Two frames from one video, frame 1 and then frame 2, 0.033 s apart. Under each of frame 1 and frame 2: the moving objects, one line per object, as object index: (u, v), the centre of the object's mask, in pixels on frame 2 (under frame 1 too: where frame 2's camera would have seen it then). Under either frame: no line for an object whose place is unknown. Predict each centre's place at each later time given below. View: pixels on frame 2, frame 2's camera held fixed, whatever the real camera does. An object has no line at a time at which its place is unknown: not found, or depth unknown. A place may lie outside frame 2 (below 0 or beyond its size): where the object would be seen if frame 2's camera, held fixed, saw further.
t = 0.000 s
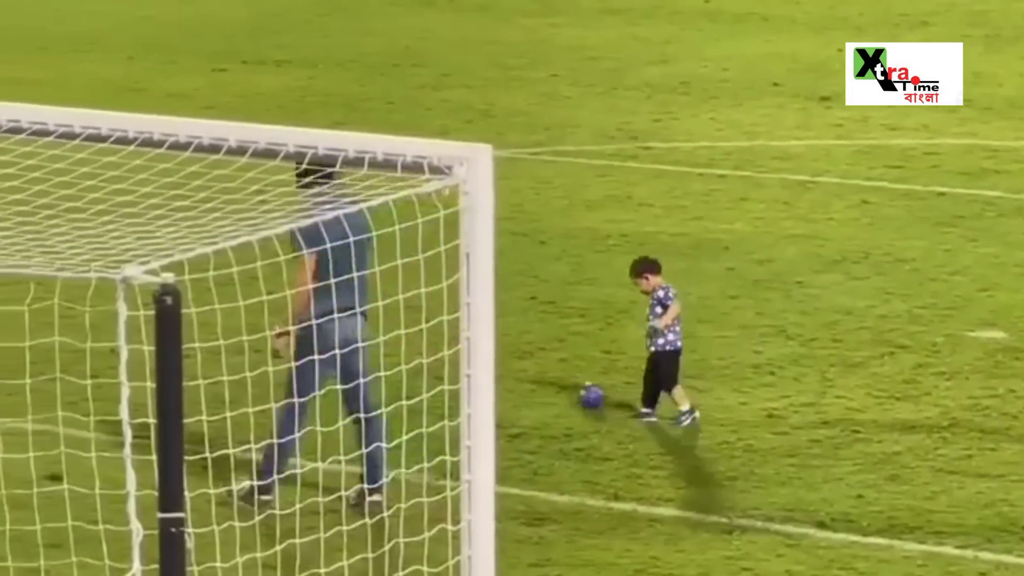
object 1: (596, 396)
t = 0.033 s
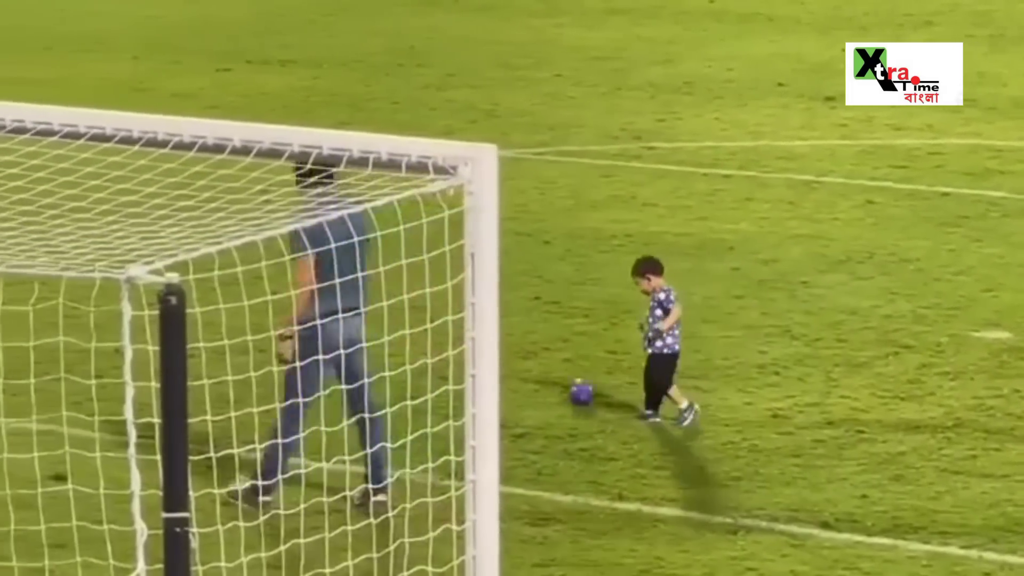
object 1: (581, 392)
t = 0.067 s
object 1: (568, 390)
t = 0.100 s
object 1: (556, 388)
